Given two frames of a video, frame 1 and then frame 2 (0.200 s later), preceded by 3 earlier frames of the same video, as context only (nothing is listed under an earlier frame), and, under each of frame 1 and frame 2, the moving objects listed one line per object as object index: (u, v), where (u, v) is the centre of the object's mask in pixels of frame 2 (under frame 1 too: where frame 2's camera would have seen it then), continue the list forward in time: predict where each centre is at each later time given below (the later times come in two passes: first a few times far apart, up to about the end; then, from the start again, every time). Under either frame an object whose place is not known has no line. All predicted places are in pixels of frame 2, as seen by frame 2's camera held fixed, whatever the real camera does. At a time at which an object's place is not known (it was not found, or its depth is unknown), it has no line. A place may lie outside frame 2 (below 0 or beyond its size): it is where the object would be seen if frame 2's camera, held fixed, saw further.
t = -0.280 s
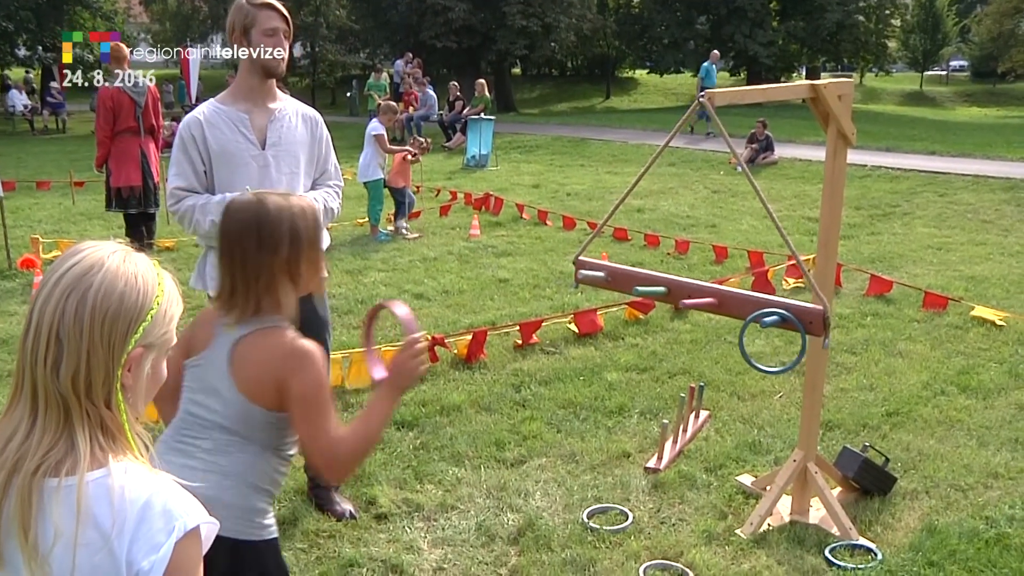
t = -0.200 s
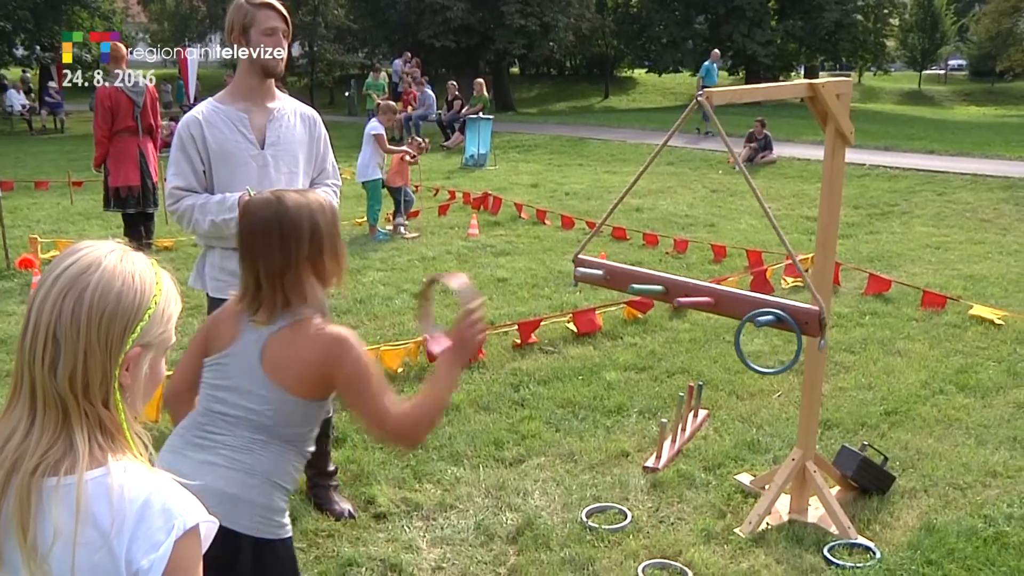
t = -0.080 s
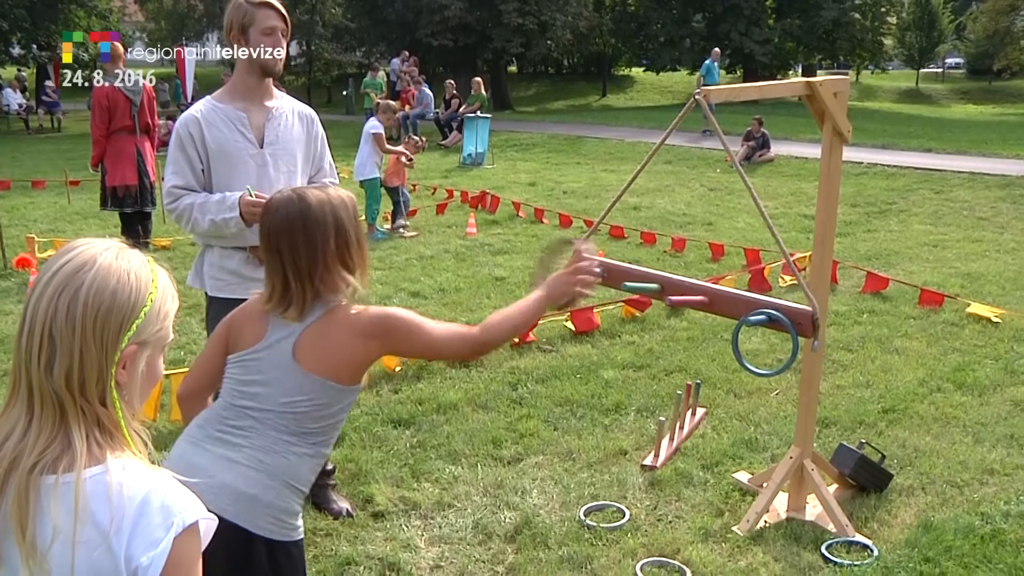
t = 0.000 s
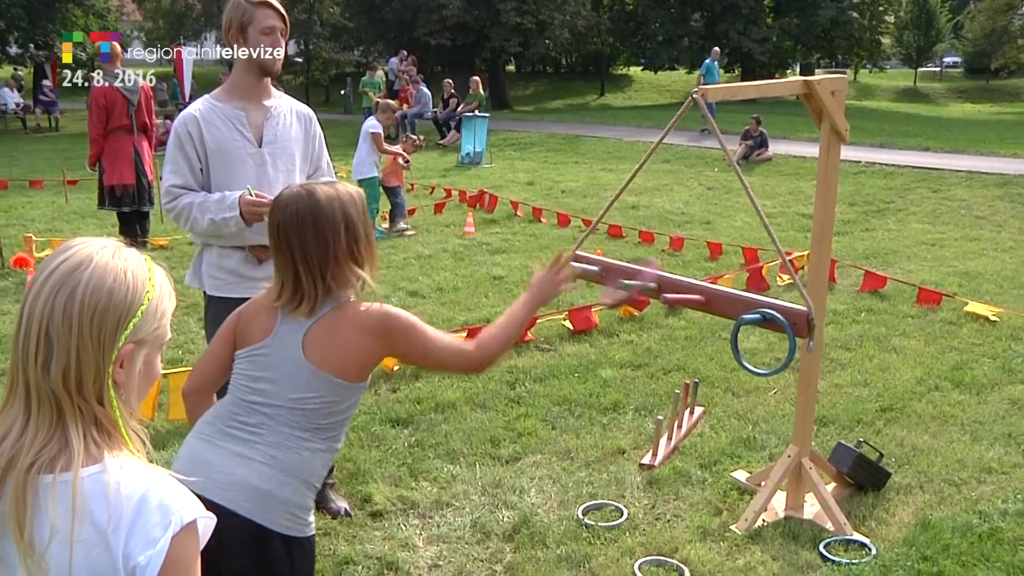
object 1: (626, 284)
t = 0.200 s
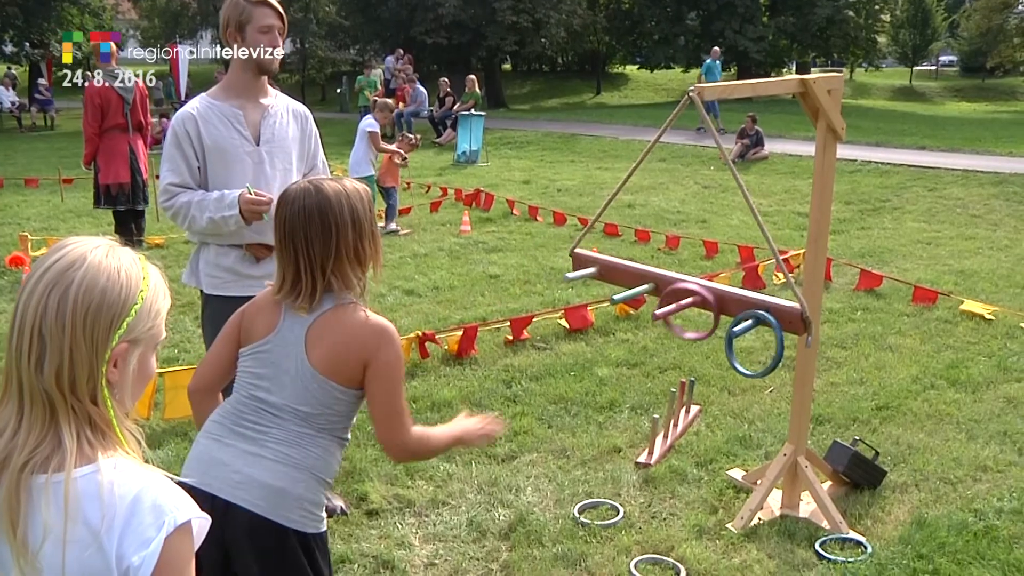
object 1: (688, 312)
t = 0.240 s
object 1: (684, 321)
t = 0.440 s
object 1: (688, 318)
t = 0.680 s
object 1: (682, 322)
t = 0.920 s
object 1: (672, 319)
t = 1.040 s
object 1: (673, 319)
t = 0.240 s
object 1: (684, 321)
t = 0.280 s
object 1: (682, 323)
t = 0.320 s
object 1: (683, 321)
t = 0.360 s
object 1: (685, 319)
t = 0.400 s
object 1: (686, 318)
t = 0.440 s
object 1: (688, 318)
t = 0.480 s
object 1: (688, 321)
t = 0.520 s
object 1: (688, 324)
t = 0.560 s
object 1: (688, 326)
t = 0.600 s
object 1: (686, 327)
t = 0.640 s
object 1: (684, 325)
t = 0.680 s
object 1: (682, 322)
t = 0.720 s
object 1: (679, 319)
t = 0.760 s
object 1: (677, 317)
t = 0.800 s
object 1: (675, 316)
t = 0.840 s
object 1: (672, 317)
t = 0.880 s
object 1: (671, 319)
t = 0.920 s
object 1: (672, 319)
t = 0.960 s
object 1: (671, 320)
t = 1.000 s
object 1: (673, 318)
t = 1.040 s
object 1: (673, 319)
